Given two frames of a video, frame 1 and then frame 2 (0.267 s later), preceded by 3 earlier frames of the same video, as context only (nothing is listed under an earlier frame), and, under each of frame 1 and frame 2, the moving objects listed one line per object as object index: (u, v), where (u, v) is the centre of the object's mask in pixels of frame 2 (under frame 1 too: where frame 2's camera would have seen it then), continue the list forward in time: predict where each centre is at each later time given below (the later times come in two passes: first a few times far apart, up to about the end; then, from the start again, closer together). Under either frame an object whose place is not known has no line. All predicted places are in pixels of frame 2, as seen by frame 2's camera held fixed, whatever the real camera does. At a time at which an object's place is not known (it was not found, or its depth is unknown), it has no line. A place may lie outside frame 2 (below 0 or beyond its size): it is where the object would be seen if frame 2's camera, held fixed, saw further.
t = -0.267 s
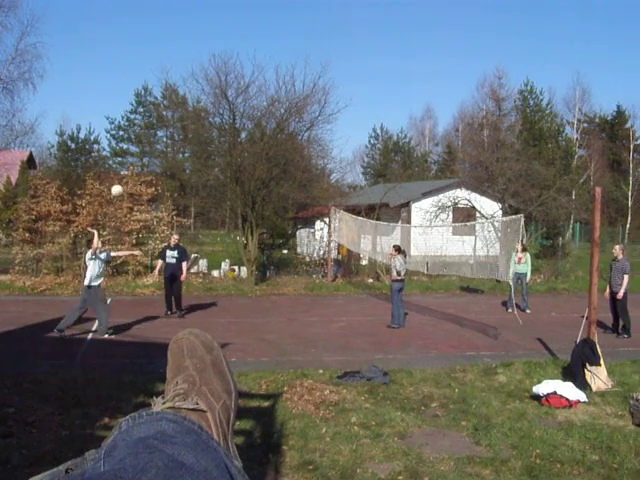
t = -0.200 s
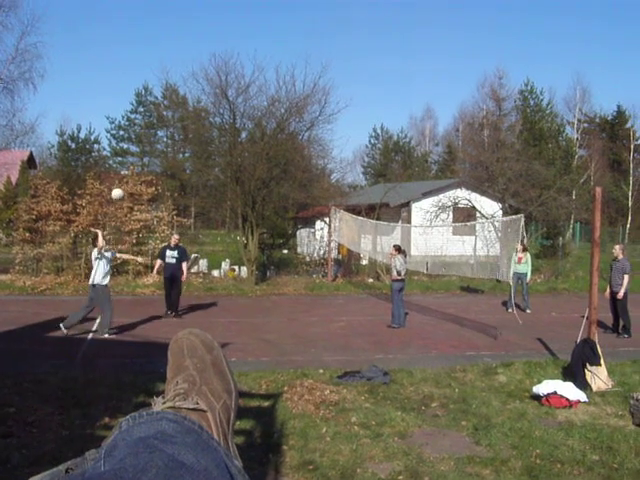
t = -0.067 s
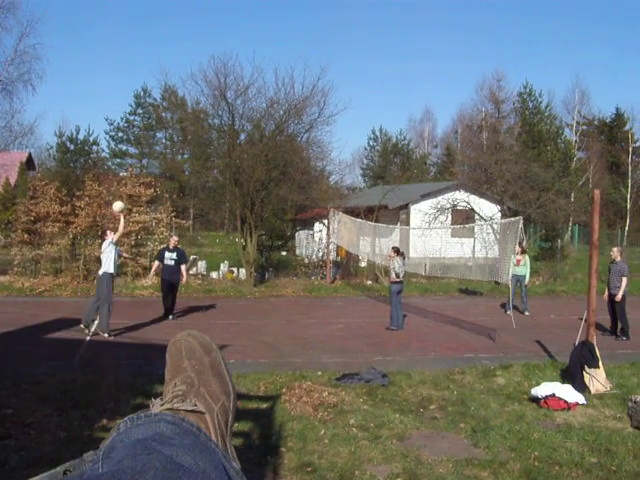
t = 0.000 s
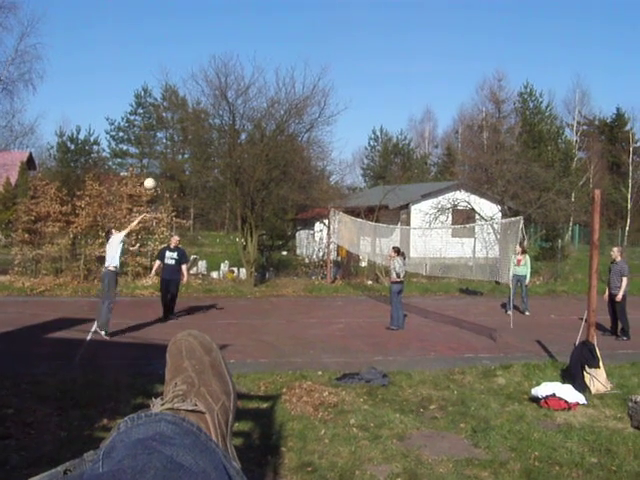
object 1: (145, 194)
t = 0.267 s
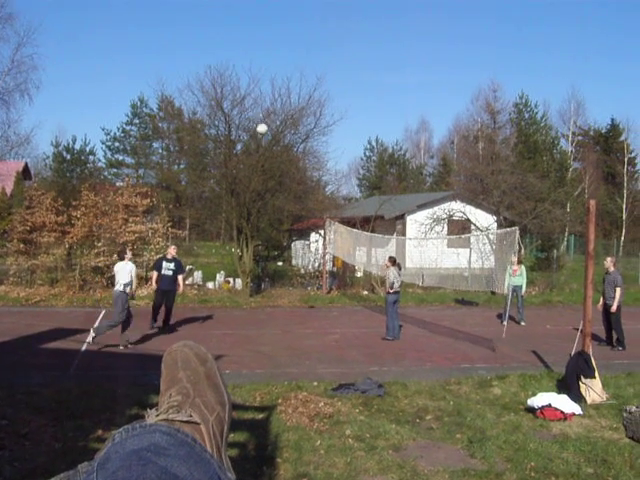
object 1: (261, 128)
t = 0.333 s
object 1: (286, 118)
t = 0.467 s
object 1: (332, 107)
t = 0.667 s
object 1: (391, 103)
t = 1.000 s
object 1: (473, 129)
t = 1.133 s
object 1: (501, 151)
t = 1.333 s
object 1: (539, 192)
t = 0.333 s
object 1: (286, 118)
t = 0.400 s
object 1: (310, 111)
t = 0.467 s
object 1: (332, 107)
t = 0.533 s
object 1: (353, 103)
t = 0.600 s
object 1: (373, 102)
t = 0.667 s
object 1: (391, 103)
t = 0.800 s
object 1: (426, 109)
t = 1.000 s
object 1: (473, 129)
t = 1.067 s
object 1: (487, 139)
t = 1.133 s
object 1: (501, 151)
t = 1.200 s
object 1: (514, 163)
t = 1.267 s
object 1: (527, 177)
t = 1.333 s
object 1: (539, 192)
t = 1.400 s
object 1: (551, 208)
